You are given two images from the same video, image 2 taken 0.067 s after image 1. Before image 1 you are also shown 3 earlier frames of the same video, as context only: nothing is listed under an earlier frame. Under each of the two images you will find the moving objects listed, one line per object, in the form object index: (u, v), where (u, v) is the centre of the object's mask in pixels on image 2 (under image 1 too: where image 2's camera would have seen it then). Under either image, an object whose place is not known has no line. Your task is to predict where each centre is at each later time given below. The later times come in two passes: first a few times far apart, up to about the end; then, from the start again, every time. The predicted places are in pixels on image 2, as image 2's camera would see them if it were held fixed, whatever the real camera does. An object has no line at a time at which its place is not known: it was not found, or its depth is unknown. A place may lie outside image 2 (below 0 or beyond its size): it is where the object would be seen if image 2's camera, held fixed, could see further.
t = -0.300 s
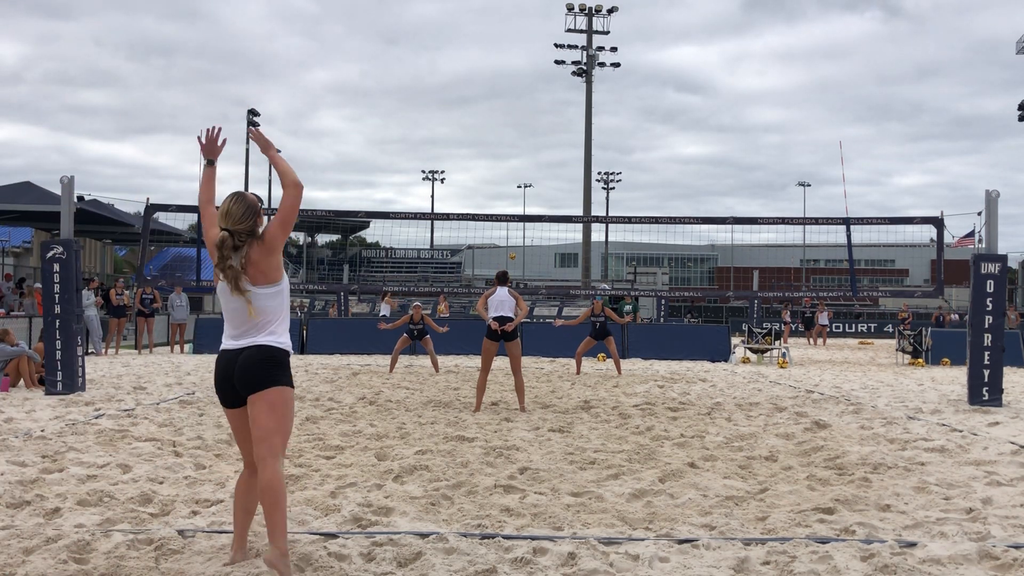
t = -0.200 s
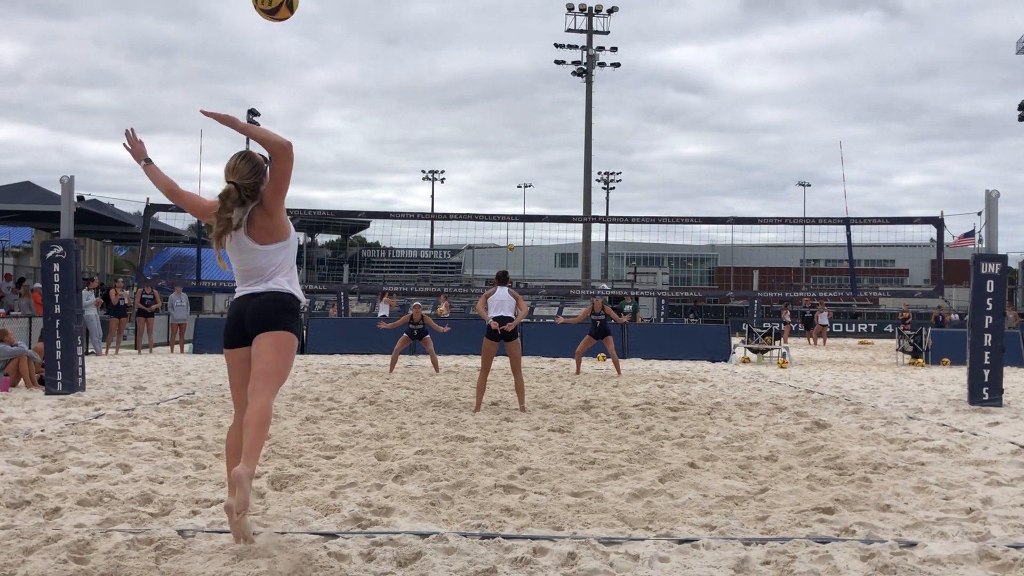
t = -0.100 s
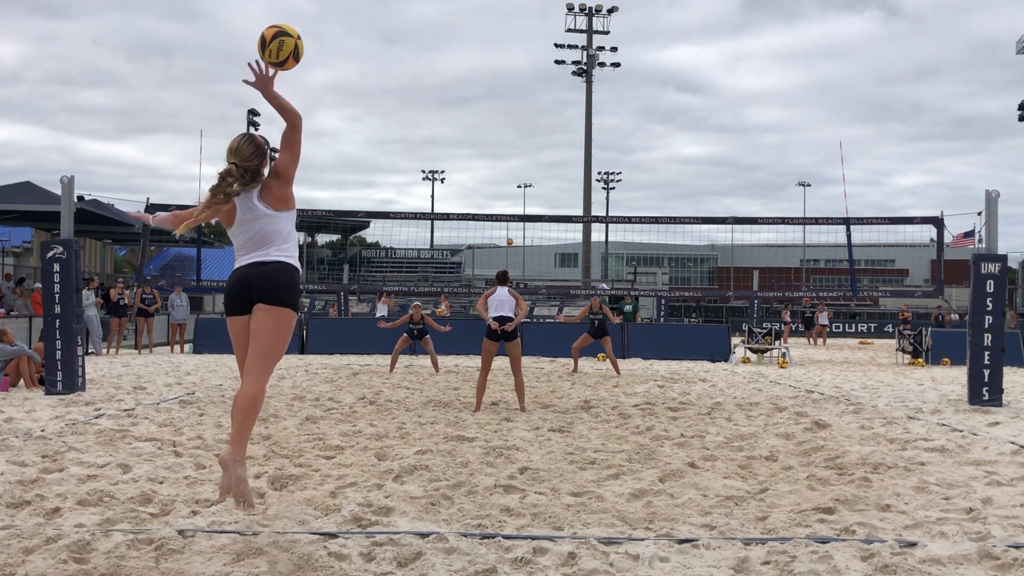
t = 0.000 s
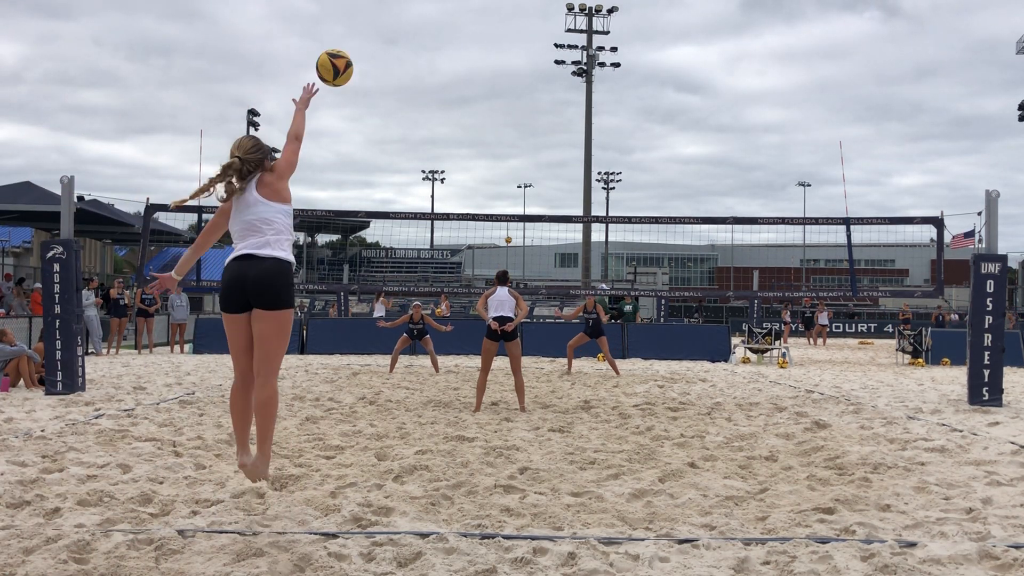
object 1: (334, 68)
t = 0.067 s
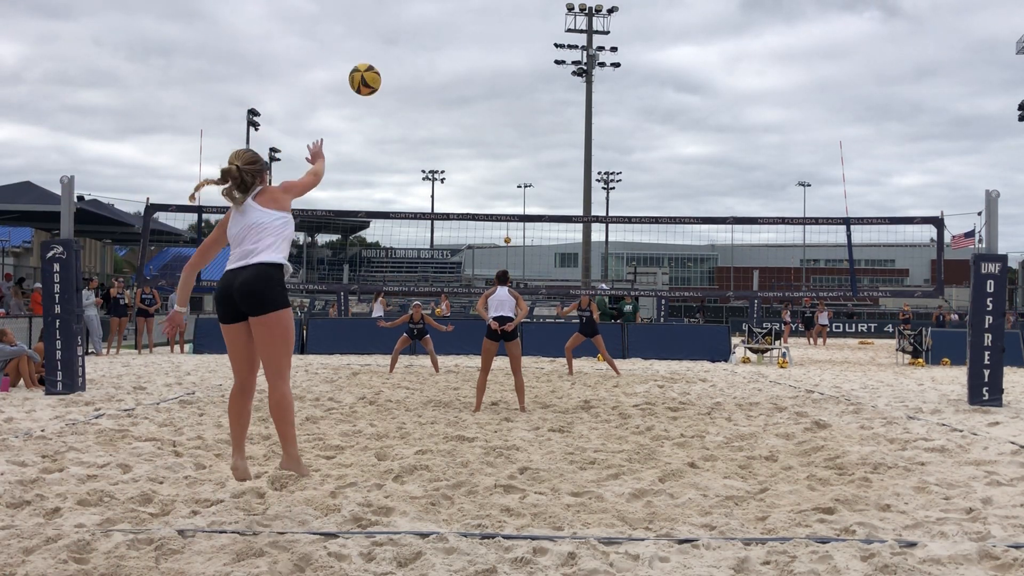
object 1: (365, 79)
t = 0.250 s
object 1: (411, 126)
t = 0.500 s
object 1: (433, 202)
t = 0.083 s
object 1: (371, 83)
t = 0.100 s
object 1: (376, 86)
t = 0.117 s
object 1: (381, 90)
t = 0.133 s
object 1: (386, 94)
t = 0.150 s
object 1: (391, 99)
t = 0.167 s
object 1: (395, 103)
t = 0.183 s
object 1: (399, 107)
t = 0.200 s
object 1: (402, 112)
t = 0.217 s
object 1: (406, 116)
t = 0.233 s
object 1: (409, 121)
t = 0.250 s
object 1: (411, 126)
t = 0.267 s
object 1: (414, 131)
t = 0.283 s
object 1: (416, 136)
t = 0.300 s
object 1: (419, 140)
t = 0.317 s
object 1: (421, 146)
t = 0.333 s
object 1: (422, 151)
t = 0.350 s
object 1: (424, 156)
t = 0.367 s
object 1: (426, 161)
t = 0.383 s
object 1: (427, 166)
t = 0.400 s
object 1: (428, 171)
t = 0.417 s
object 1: (429, 176)
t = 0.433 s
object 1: (430, 181)
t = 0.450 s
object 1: (431, 187)
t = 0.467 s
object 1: (432, 192)
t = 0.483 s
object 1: (432, 197)
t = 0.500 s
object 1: (433, 202)
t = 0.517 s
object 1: (434, 206)
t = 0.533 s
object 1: (434, 209)
